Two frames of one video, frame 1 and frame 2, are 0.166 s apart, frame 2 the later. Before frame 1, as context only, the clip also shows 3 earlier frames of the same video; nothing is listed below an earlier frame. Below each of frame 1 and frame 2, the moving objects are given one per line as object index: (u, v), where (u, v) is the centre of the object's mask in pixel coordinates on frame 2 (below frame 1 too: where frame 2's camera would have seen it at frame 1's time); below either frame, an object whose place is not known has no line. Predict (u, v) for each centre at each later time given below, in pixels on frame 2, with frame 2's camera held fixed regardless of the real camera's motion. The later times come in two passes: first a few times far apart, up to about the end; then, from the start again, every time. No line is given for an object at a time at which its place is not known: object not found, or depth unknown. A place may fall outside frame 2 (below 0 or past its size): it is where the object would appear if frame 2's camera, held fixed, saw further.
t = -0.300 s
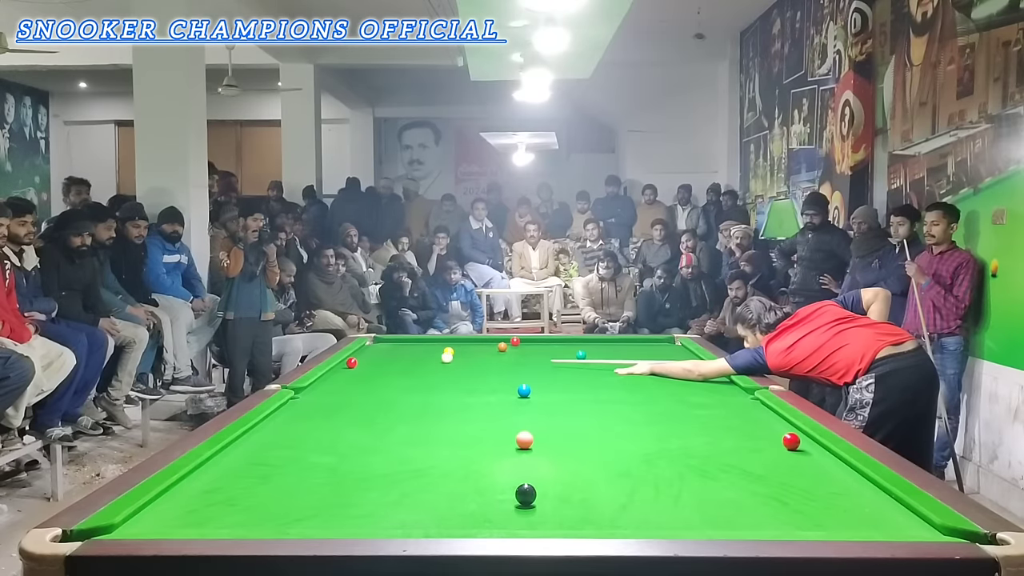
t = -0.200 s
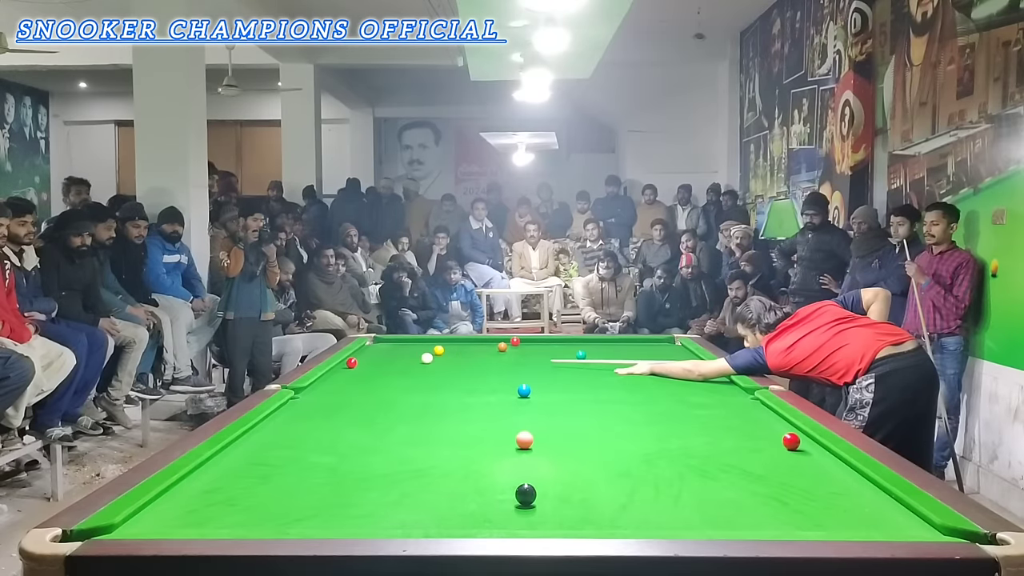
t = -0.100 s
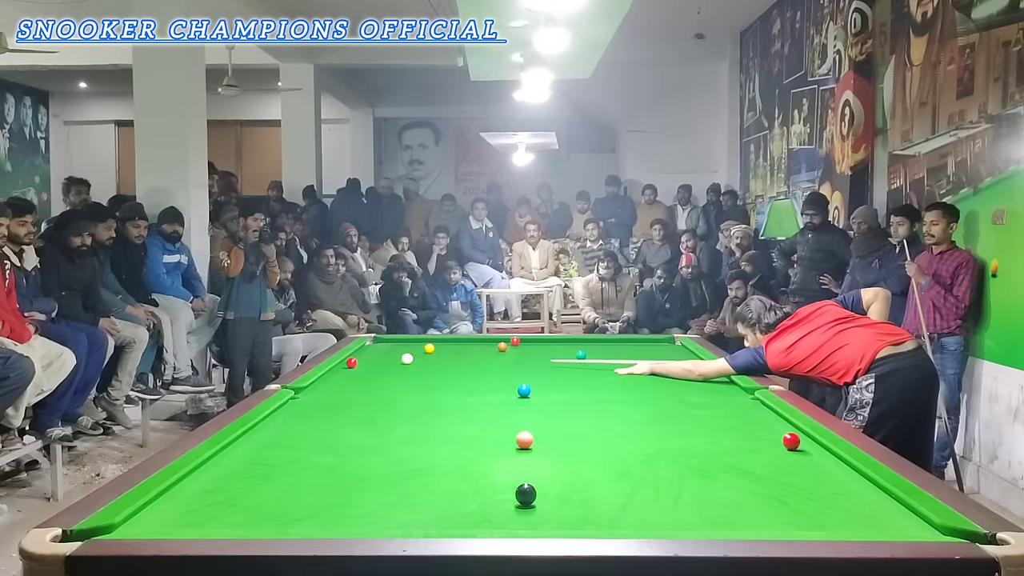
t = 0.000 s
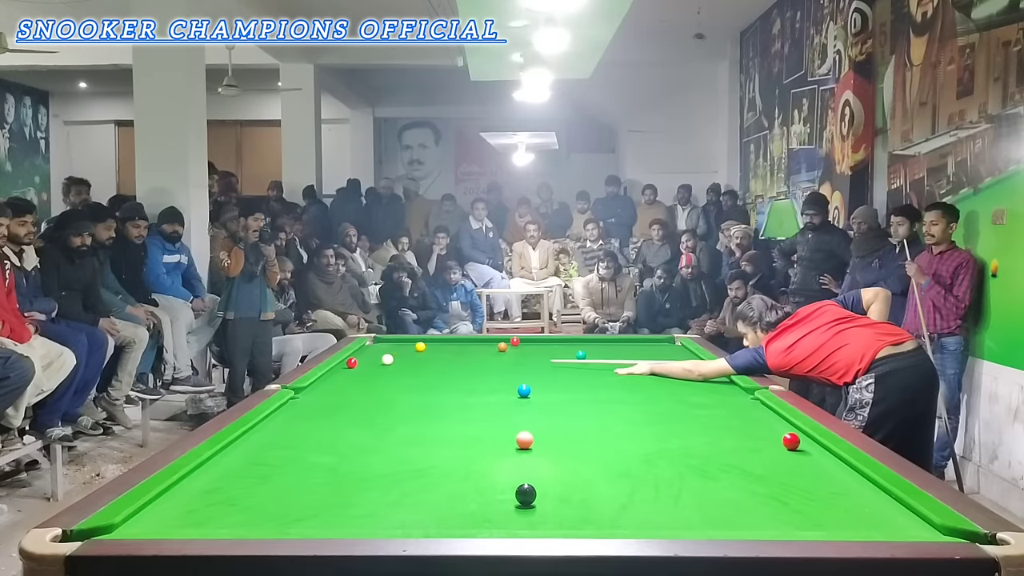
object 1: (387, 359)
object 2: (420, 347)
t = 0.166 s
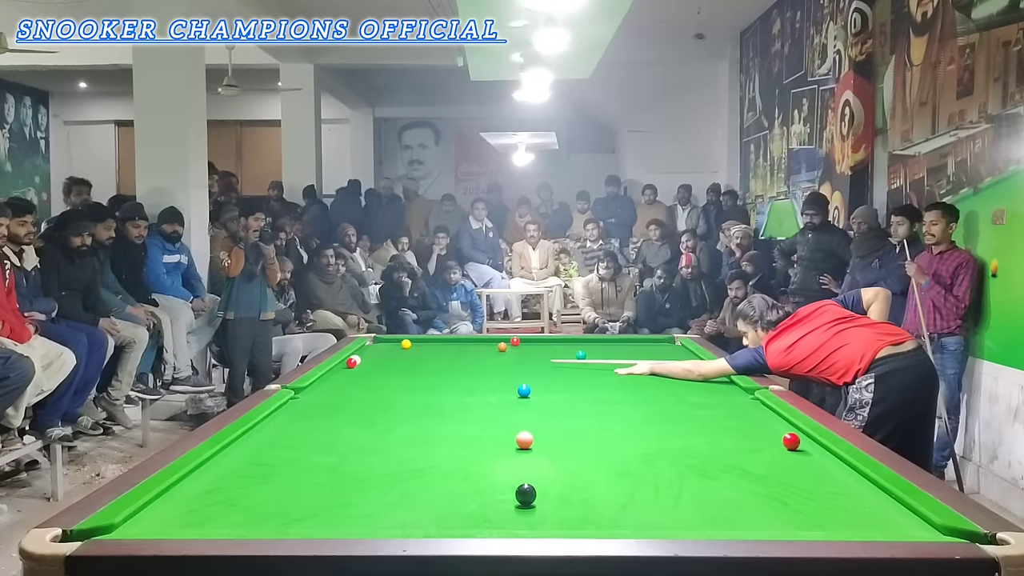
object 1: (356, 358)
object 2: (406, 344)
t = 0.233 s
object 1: (346, 359)
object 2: (400, 343)
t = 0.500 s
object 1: (380, 362)
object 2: (380, 339)
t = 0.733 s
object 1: (406, 363)
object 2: (375, 339)
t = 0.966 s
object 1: (431, 364)
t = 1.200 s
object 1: (455, 366)
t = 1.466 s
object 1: (482, 367)
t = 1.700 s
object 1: (504, 368)
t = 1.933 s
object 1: (526, 369)
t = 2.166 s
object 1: (546, 370)
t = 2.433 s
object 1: (567, 371)
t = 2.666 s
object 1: (585, 371)
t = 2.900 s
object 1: (602, 373)
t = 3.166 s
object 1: (620, 373)
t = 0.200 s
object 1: (346, 359)
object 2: (403, 344)
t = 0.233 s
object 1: (346, 359)
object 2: (400, 343)
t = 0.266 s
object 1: (356, 359)
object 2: (398, 342)
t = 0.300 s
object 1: (358, 360)
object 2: (395, 342)
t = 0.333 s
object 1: (361, 361)
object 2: (393, 341)
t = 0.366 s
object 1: (365, 361)
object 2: (390, 341)
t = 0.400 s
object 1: (369, 361)
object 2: (388, 340)
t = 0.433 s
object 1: (372, 362)
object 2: (385, 340)
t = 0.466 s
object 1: (376, 362)
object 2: (383, 340)
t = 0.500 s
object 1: (380, 362)
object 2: (380, 339)
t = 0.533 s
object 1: (384, 362)
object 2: (376, 339)
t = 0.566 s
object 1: (387, 362)
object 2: (374, 339)
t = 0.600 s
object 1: (391, 363)
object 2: (371, 339)
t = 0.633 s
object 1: (395, 363)
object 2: (372, 339)
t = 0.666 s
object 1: (399, 363)
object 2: (373, 339)
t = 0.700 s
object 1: (402, 363)
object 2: (374, 339)
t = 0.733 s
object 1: (406, 363)
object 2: (375, 339)
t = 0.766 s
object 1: (410, 363)
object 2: (375, 339)
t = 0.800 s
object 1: (413, 364)
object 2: (375, 339)
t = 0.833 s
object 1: (417, 364)
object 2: (374, 340)
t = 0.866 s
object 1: (420, 364)
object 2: (372, 341)
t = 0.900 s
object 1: (424, 364)
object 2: (371, 342)
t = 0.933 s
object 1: (428, 364)
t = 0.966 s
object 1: (431, 364)
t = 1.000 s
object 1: (435, 364)
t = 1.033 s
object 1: (438, 365)
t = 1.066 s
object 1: (441, 365)
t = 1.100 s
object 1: (445, 365)
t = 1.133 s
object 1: (448, 365)
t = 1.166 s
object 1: (452, 365)
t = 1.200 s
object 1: (455, 366)
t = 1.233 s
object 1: (459, 366)
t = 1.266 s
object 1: (462, 366)
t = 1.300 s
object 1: (465, 366)
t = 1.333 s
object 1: (469, 366)
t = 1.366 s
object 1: (472, 366)
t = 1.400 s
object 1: (475, 366)
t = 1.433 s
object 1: (479, 367)
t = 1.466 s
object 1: (482, 367)
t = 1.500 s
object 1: (485, 367)
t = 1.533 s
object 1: (488, 367)
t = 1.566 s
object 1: (492, 367)
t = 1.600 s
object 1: (495, 367)
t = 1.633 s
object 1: (498, 368)
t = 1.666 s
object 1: (501, 368)
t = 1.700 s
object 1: (504, 368)
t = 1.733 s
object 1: (507, 368)
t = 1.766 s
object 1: (510, 368)
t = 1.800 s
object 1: (513, 368)
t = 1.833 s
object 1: (516, 368)
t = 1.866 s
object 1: (519, 368)
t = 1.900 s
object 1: (522, 369)
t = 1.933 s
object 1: (526, 369)
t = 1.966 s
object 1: (528, 369)
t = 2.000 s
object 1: (531, 369)
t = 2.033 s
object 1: (534, 369)
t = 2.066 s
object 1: (537, 369)
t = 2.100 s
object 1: (540, 370)
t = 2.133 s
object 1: (543, 370)
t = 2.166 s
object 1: (546, 370)
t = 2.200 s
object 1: (549, 370)
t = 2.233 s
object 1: (551, 370)
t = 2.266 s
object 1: (554, 370)
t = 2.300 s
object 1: (557, 370)
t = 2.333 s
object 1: (560, 371)
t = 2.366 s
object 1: (562, 371)
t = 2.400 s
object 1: (565, 371)
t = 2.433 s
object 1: (567, 371)
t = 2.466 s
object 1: (570, 371)
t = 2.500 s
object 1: (573, 371)
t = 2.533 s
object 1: (575, 371)
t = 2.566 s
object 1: (578, 371)
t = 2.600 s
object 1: (580, 371)
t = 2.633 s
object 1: (583, 371)
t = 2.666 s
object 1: (585, 371)
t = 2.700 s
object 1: (588, 372)
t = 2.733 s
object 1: (590, 372)
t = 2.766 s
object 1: (593, 372)
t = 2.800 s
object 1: (595, 372)
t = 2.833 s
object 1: (598, 372)
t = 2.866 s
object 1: (600, 372)
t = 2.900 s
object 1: (602, 373)
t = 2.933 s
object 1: (604, 372)
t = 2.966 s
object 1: (607, 373)
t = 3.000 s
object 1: (609, 373)
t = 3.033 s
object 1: (611, 373)
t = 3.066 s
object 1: (613, 373)
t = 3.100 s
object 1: (615, 373)
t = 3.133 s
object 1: (618, 373)
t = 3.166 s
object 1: (620, 373)
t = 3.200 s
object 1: (622, 373)
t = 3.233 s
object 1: (624, 374)
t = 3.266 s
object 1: (626, 374)
